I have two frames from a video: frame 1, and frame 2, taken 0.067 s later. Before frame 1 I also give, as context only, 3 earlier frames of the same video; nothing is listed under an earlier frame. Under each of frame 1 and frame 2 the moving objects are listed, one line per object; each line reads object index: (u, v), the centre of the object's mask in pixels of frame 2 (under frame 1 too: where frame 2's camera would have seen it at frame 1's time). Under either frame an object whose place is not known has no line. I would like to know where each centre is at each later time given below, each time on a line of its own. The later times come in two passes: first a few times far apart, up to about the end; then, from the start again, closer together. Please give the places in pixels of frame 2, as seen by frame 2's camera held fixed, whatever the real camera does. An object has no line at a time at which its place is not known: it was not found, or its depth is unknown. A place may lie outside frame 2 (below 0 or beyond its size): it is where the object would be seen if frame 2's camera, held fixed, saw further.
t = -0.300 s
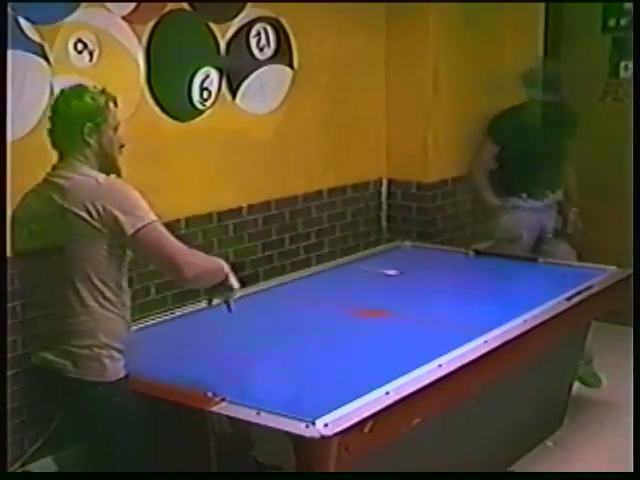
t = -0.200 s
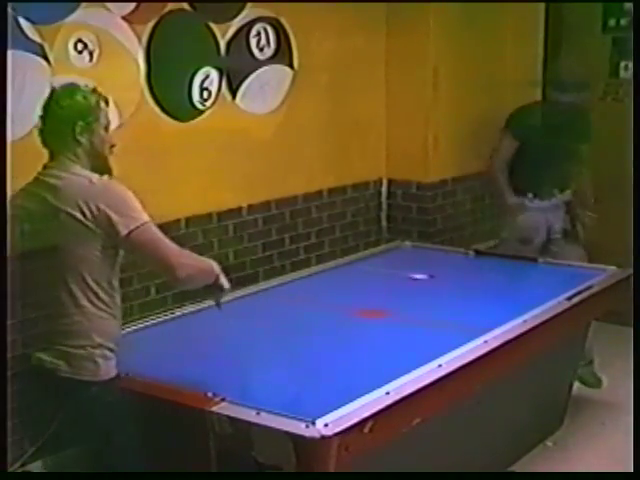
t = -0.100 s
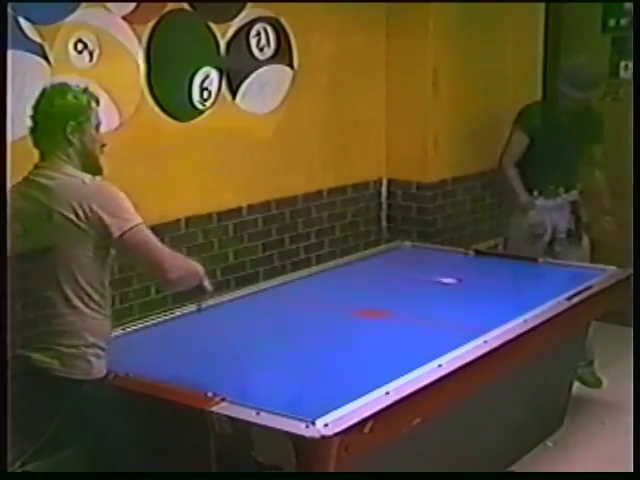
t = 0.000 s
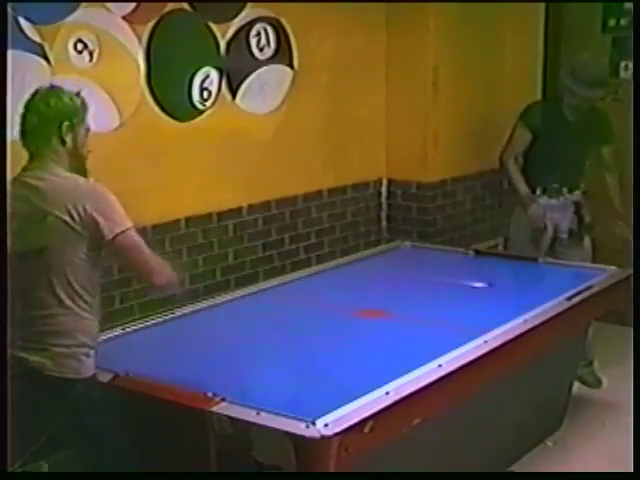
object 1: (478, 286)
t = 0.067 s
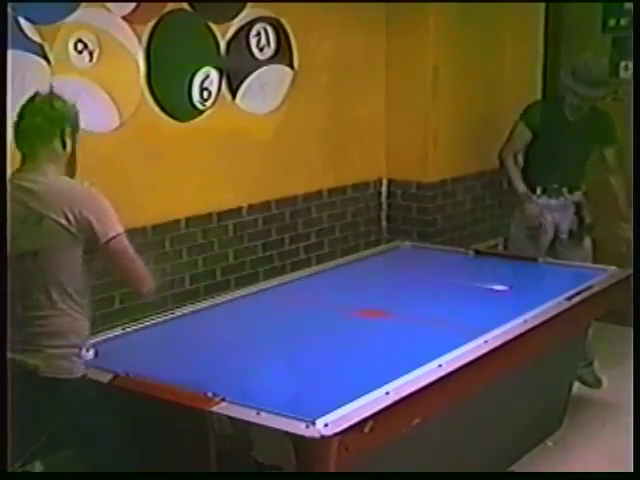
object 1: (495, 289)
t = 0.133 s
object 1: (517, 291)
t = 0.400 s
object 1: (517, 291)
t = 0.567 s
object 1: (478, 286)
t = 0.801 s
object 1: (423, 277)
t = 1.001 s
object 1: (378, 269)
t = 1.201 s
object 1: (372, 268)
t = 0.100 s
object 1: (507, 290)
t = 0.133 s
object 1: (517, 291)
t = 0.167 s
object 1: (527, 293)
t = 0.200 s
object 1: (539, 294)
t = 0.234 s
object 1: (547, 295)
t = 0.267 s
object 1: (549, 295)
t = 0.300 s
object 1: (542, 294)
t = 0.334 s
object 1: (534, 294)
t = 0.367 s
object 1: (525, 293)
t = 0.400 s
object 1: (517, 291)
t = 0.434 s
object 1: (510, 291)
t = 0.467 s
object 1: (502, 290)
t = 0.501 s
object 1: (494, 289)
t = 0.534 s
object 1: (486, 287)
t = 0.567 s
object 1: (478, 286)
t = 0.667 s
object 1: (453, 282)
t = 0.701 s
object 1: (444, 280)
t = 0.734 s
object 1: (436, 279)
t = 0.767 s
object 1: (429, 278)
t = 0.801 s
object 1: (423, 277)
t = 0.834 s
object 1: (414, 275)
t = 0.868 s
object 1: (406, 274)
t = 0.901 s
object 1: (398, 273)
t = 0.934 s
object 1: (391, 272)
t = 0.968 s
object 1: (384, 270)
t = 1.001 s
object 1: (378, 269)
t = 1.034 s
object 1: (370, 268)
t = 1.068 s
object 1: (363, 267)
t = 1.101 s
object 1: (357, 266)
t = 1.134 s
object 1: (359, 267)
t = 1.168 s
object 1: (365, 267)
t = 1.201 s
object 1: (372, 268)
